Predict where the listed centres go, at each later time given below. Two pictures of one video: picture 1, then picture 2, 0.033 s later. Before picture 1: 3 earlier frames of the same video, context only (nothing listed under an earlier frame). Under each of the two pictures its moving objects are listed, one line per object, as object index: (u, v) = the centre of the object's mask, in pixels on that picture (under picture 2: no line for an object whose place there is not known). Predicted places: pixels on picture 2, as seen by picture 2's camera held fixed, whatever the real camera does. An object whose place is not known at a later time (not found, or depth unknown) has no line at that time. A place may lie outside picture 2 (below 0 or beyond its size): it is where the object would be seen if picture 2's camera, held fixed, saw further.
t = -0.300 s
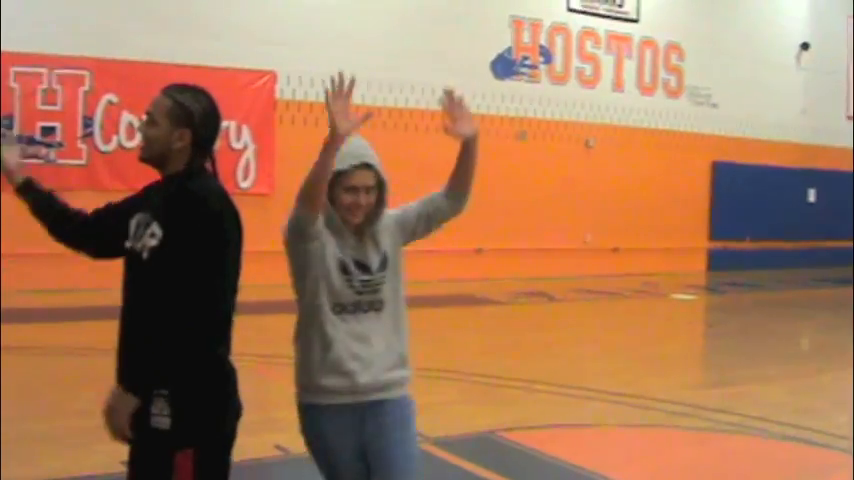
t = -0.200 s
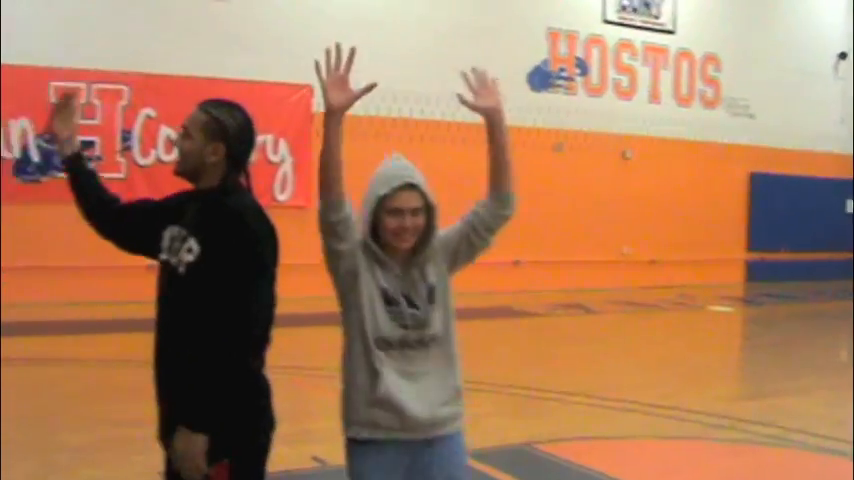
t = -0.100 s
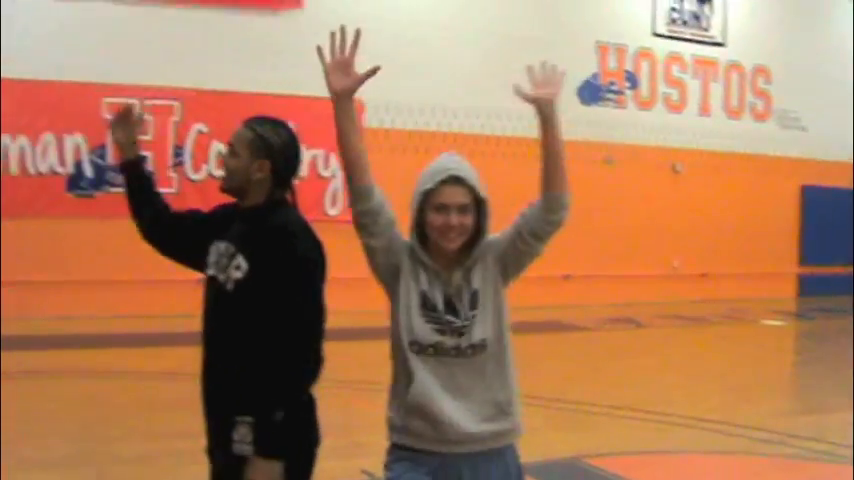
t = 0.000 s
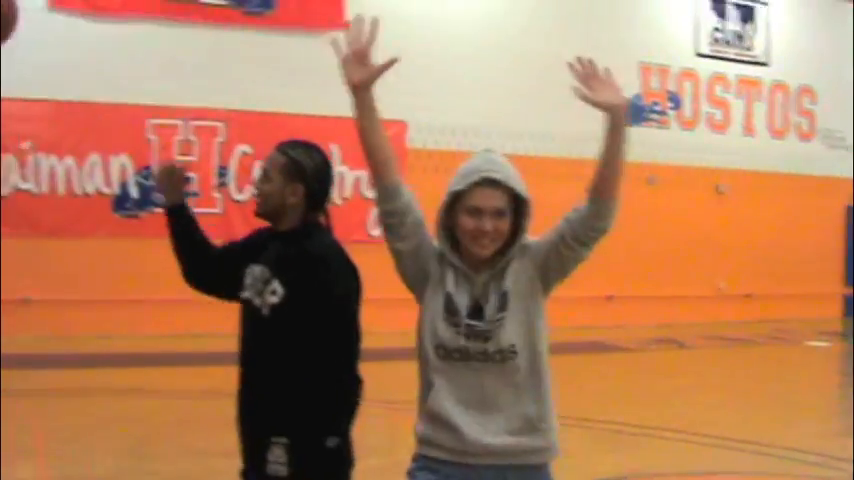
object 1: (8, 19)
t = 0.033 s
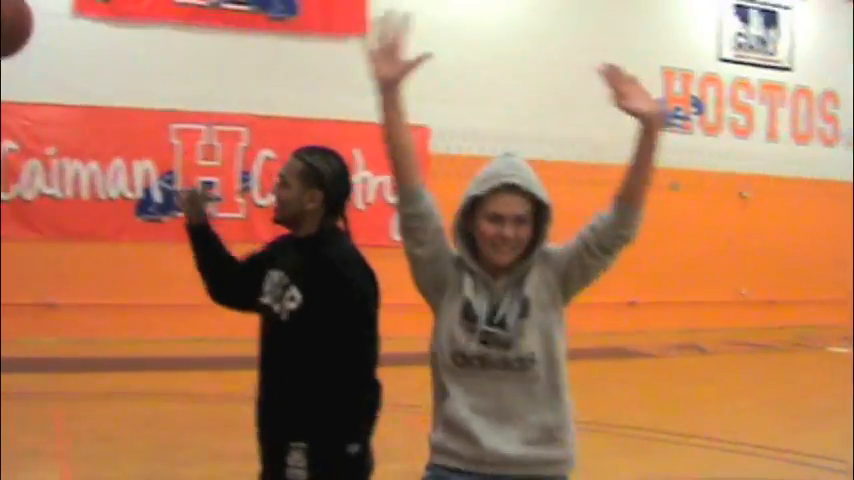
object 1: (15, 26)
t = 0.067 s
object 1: (1, 29)
